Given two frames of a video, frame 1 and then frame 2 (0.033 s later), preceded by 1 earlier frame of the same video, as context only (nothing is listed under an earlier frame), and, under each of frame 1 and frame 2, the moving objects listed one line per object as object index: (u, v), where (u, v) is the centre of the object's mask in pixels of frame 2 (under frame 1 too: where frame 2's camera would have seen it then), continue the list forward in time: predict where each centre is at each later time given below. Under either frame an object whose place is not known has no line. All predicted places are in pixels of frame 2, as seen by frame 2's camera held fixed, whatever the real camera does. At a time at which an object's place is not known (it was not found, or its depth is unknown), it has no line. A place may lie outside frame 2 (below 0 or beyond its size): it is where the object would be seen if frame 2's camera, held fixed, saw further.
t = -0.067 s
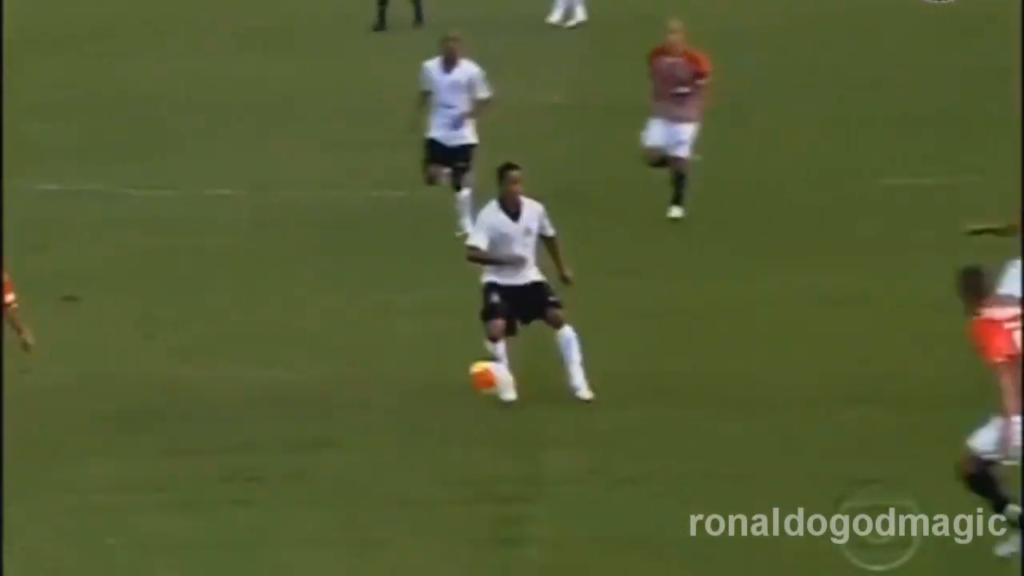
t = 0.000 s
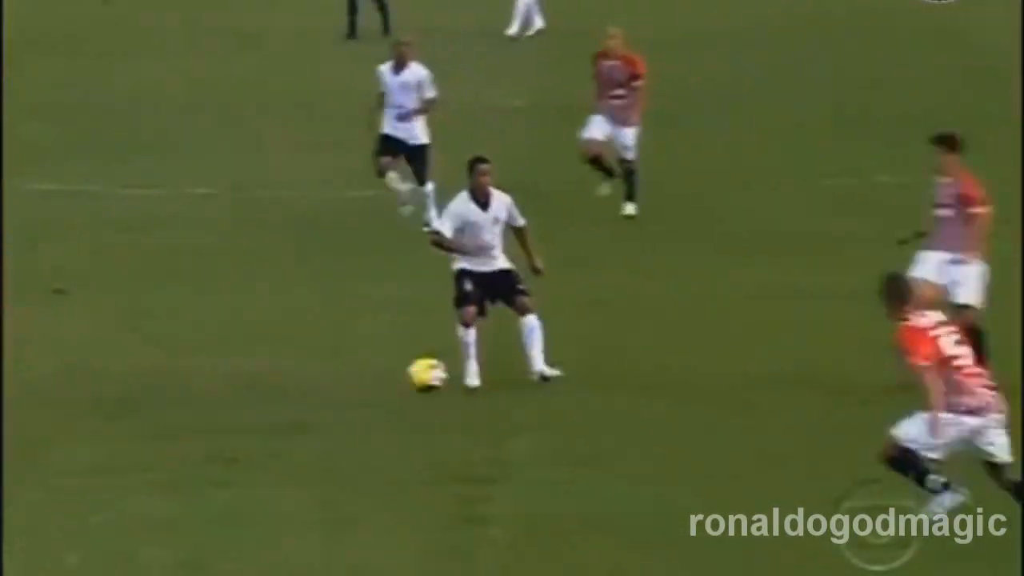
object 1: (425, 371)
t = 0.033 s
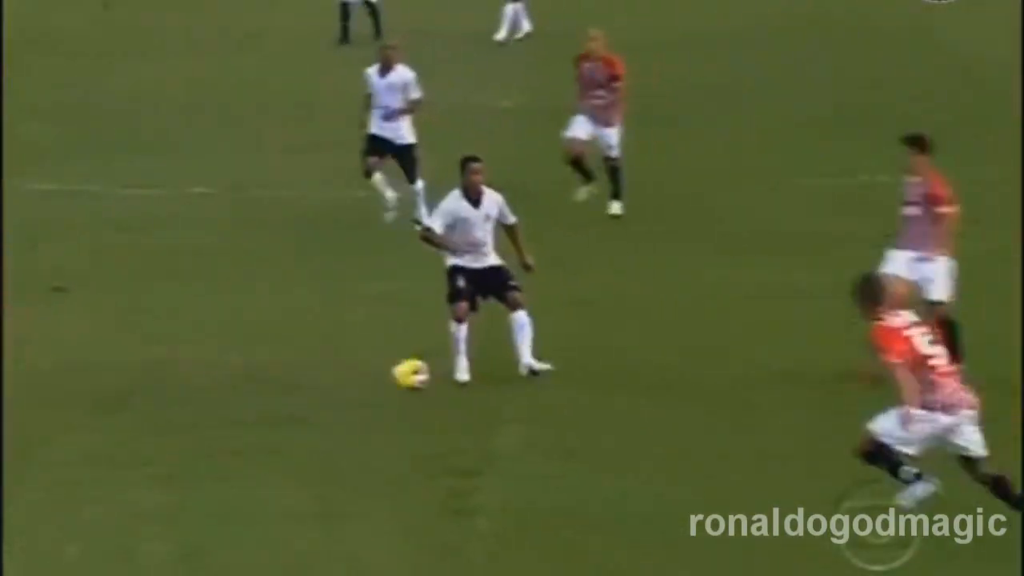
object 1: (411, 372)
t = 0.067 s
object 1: (384, 367)
